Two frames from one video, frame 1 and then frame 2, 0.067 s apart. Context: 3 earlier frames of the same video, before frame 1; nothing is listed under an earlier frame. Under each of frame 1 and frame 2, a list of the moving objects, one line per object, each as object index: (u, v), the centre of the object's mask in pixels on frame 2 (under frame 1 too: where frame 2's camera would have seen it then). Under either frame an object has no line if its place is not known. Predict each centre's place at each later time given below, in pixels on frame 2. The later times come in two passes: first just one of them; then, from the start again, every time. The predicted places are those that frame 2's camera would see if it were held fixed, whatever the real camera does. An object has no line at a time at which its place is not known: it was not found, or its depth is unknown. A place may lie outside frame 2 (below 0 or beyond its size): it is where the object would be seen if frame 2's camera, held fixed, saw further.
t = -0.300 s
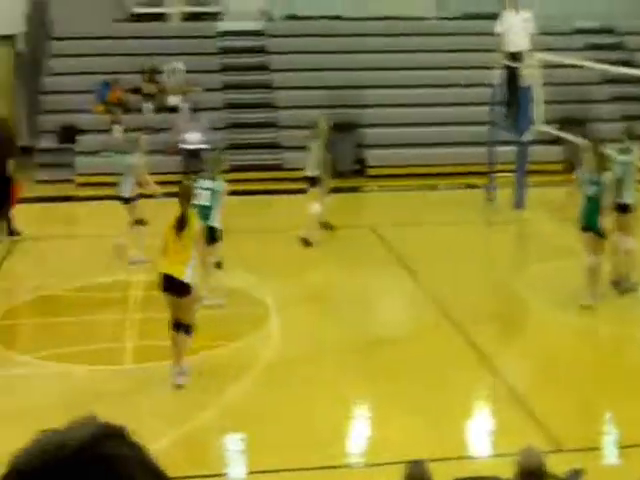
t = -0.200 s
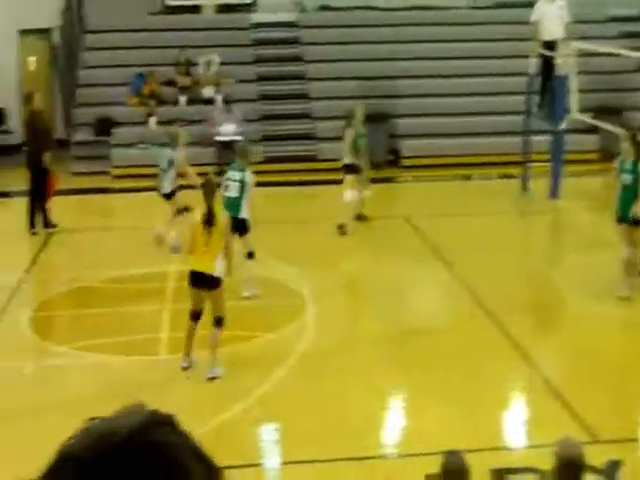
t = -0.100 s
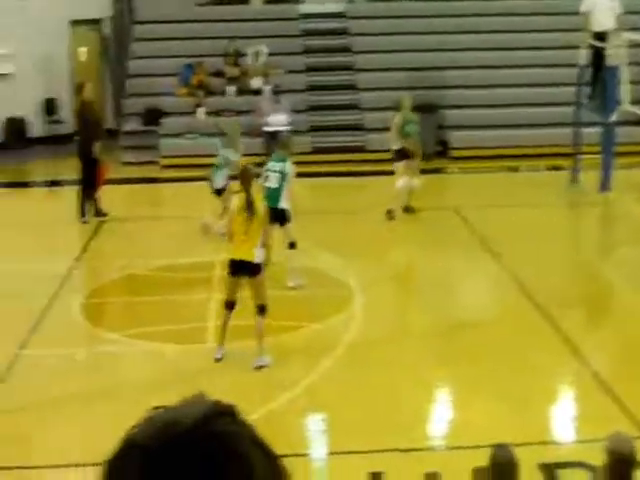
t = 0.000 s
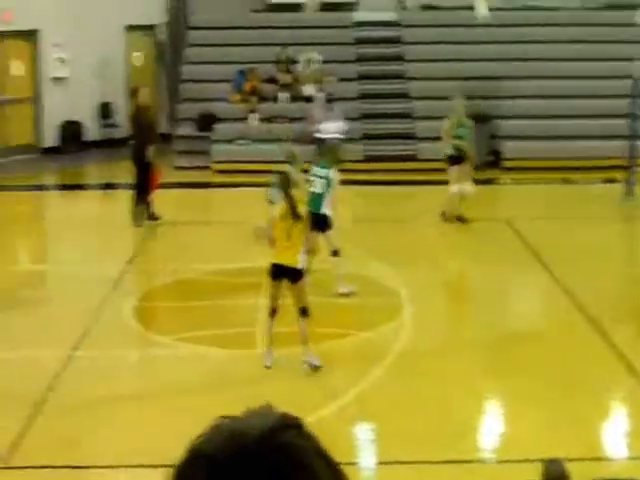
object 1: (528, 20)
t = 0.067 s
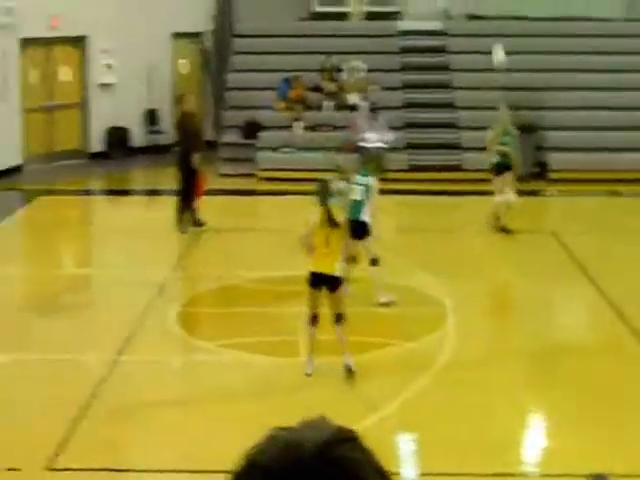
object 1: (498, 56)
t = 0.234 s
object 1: (430, 155)
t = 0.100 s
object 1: (484, 75)
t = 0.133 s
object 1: (470, 94)
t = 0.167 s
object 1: (456, 115)
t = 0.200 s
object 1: (443, 135)
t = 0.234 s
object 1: (430, 155)
